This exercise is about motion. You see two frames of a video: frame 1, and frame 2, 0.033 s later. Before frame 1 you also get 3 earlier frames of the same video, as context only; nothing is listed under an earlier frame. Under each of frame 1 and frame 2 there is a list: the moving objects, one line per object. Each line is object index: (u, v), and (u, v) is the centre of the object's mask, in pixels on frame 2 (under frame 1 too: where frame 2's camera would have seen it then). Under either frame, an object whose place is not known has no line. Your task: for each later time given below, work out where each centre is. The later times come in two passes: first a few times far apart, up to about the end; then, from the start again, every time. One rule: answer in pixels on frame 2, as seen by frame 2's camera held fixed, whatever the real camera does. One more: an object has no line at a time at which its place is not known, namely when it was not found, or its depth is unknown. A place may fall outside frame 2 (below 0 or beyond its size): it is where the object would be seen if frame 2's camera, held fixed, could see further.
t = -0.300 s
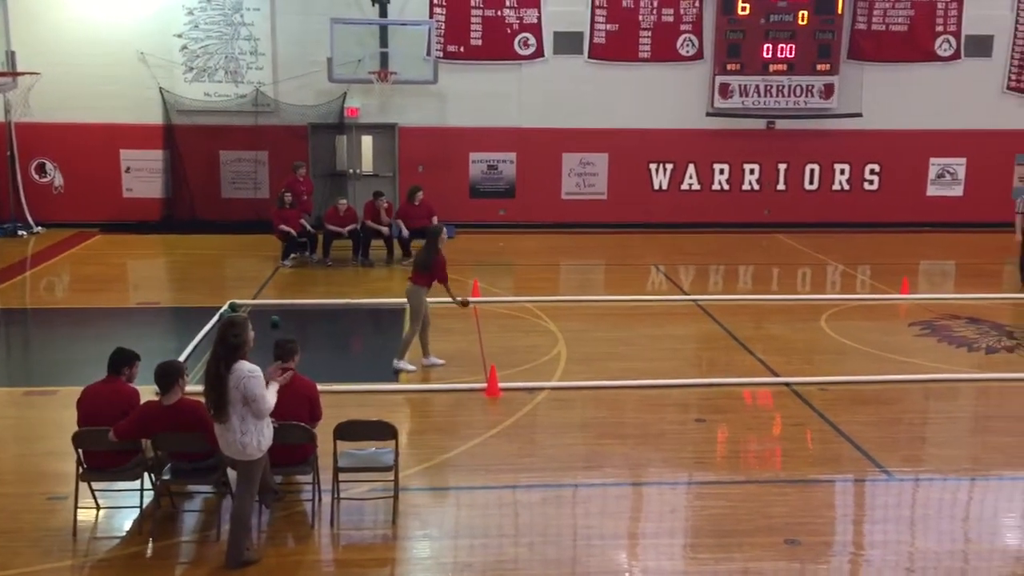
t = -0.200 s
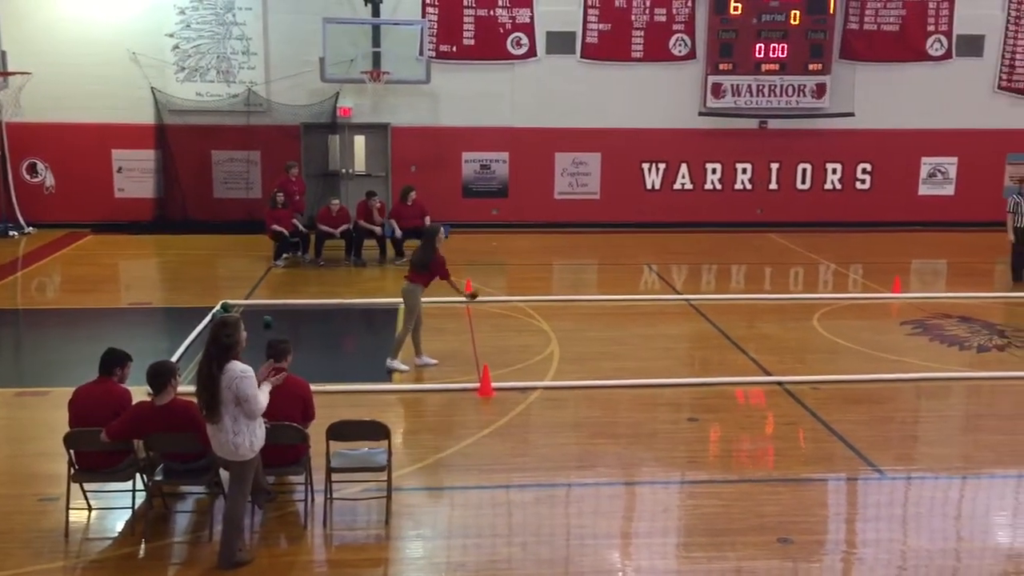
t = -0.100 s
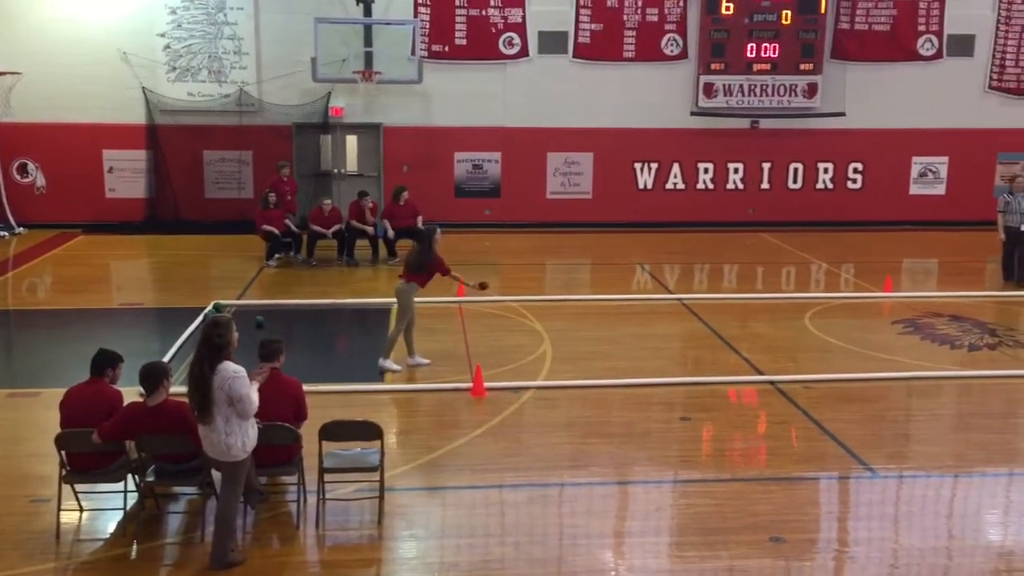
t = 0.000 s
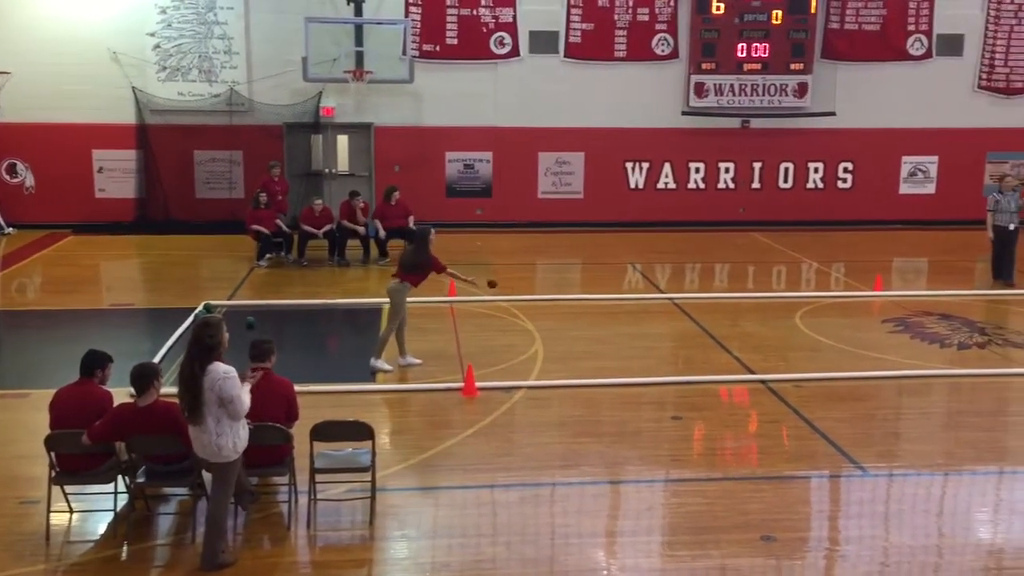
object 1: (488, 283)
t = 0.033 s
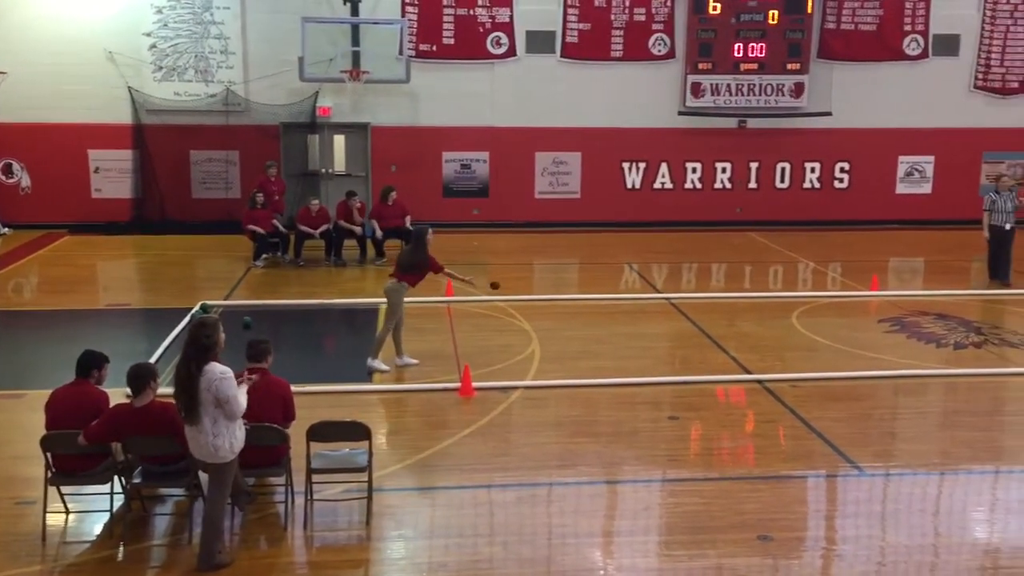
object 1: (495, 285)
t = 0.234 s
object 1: (528, 313)
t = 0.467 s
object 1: (563, 336)
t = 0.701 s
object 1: (593, 318)
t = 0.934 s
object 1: (622, 346)
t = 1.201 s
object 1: (650, 326)
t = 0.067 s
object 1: (500, 287)
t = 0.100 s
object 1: (506, 290)
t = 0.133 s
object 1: (511, 294)
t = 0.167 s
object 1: (517, 299)
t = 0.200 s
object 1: (523, 306)
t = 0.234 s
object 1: (528, 313)
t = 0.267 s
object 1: (534, 321)
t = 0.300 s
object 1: (539, 330)
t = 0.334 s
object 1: (545, 340)
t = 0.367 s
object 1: (551, 352)
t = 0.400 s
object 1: (555, 348)
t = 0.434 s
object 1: (560, 341)
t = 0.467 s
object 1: (563, 336)
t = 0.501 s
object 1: (568, 330)
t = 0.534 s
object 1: (572, 325)
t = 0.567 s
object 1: (576, 322)
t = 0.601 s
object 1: (581, 319)
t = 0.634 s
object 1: (585, 318)
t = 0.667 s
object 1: (589, 317)
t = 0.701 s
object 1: (593, 318)
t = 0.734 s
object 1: (597, 319)
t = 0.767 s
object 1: (602, 321)
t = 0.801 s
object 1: (606, 324)
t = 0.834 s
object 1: (610, 328)
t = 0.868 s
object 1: (614, 333)
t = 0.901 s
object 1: (618, 339)
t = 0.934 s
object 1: (622, 346)
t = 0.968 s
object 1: (626, 341)
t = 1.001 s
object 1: (630, 337)
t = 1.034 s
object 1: (633, 333)
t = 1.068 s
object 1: (636, 329)
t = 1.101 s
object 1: (640, 327)
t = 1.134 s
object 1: (643, 326)
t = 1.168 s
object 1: (647, 325)
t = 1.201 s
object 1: (650, 326)
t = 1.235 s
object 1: (654, 327)
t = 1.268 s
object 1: (657, 329)
